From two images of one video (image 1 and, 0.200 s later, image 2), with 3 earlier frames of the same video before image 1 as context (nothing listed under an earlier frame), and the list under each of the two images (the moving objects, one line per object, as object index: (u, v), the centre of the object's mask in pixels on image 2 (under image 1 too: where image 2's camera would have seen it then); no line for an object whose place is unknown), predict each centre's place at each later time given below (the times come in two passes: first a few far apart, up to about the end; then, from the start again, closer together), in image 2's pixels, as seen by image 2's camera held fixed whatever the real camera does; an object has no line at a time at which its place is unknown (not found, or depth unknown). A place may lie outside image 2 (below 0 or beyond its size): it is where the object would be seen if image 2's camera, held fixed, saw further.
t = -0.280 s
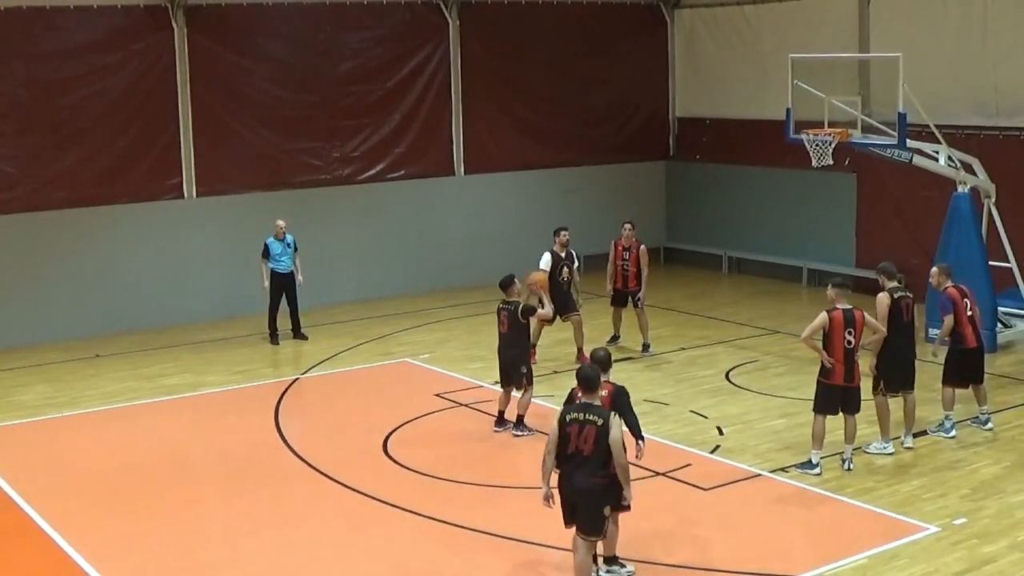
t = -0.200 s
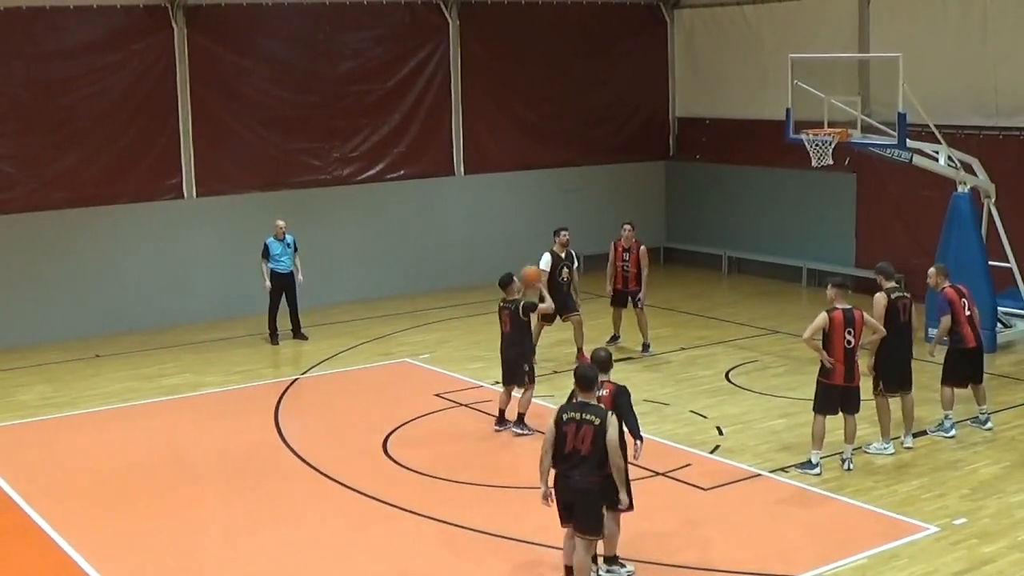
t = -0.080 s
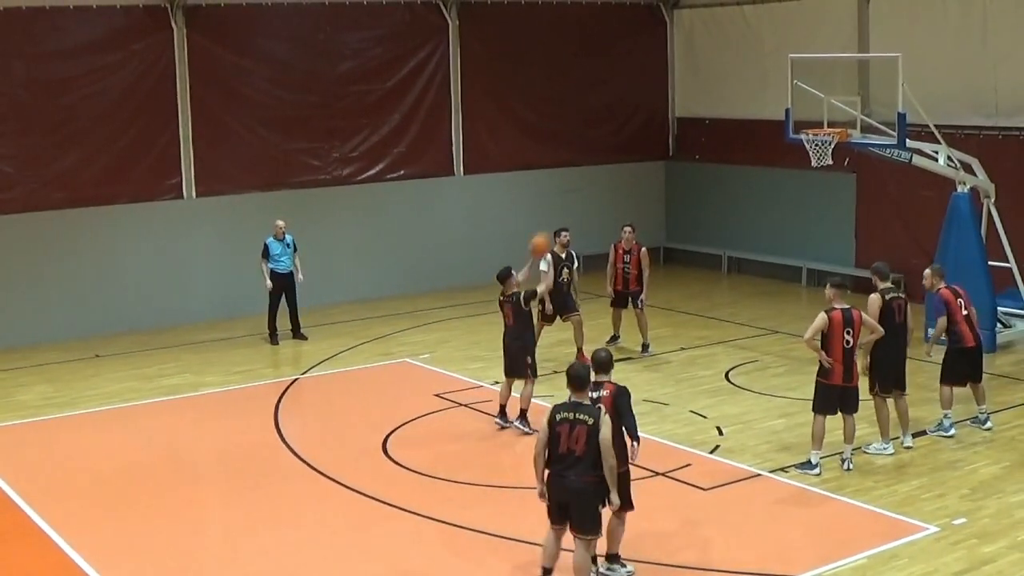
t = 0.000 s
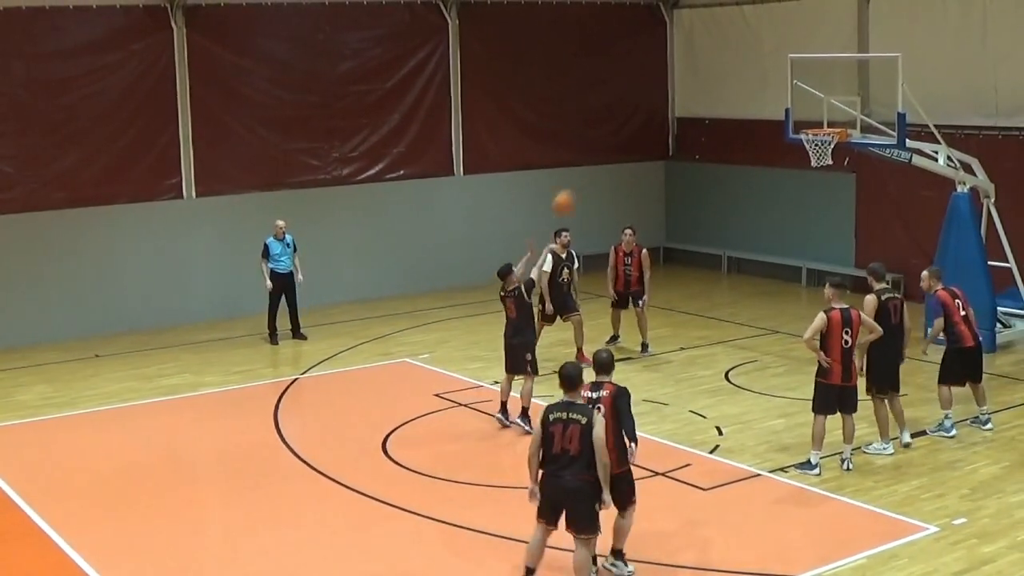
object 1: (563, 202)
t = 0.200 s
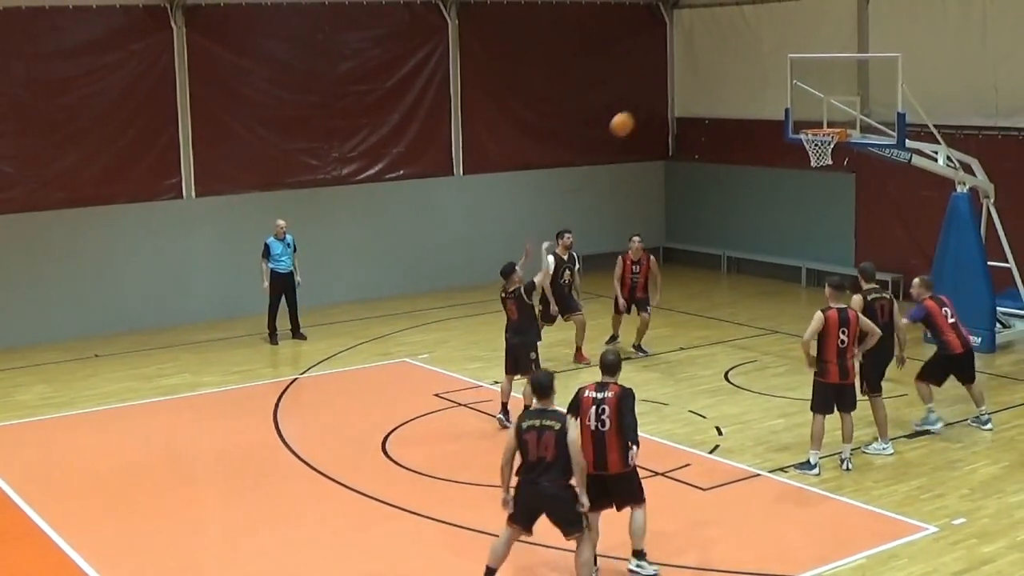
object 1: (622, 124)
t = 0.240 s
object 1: (633, 113)
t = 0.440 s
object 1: (689, 78)
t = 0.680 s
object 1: (752, 83)
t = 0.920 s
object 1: (810, 134)
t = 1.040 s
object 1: (813, 171)
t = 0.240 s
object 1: (633, 113)
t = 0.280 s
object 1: (645, 103)
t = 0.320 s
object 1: (655, 95)
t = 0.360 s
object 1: (666, 88)
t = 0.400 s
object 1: (677, 82)
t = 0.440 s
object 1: (689, 78)
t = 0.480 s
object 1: (700, 75)
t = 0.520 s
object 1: (711, 74)
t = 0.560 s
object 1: (721, 75)
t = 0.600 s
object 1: (732, 76)
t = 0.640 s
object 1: (743, 79)
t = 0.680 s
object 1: (752, 83)
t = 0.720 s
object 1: (762, 89)
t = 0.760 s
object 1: (772, 96)
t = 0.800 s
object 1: (781, 104)
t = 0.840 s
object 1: (791, 113)
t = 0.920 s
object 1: (810, 134)
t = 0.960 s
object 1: (810, 144)
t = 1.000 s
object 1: (812, 158)
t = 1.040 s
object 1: (813, 171)
